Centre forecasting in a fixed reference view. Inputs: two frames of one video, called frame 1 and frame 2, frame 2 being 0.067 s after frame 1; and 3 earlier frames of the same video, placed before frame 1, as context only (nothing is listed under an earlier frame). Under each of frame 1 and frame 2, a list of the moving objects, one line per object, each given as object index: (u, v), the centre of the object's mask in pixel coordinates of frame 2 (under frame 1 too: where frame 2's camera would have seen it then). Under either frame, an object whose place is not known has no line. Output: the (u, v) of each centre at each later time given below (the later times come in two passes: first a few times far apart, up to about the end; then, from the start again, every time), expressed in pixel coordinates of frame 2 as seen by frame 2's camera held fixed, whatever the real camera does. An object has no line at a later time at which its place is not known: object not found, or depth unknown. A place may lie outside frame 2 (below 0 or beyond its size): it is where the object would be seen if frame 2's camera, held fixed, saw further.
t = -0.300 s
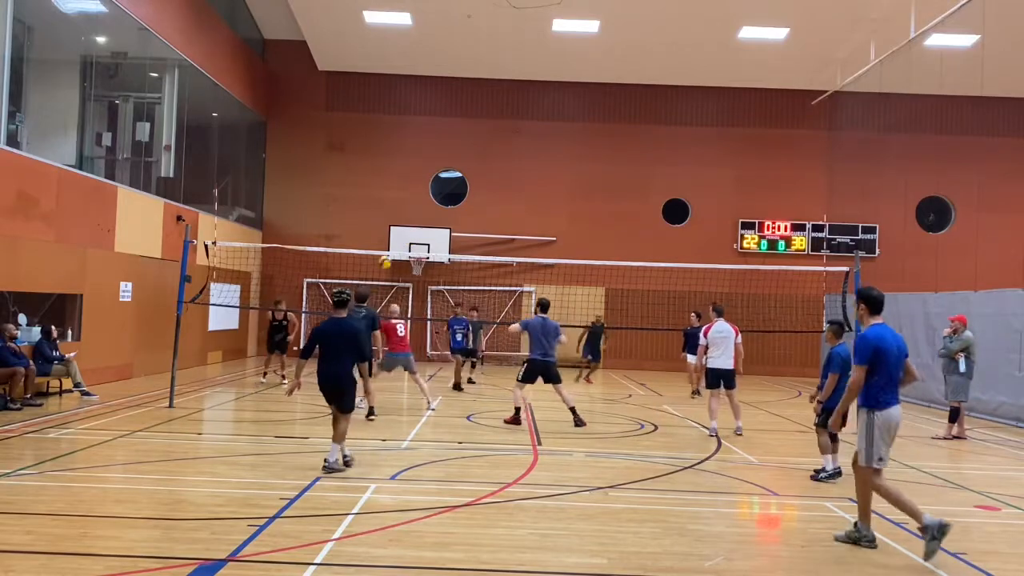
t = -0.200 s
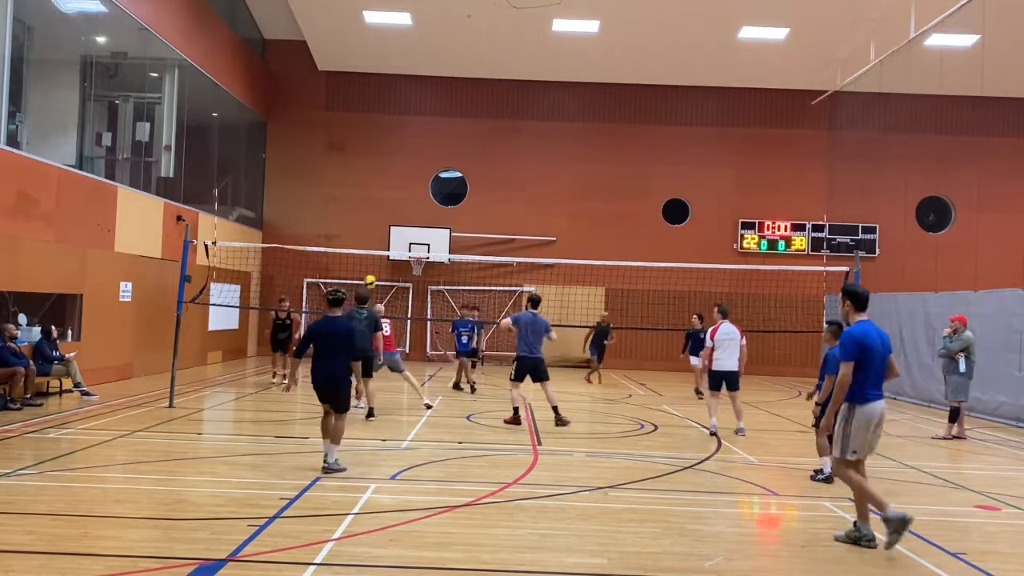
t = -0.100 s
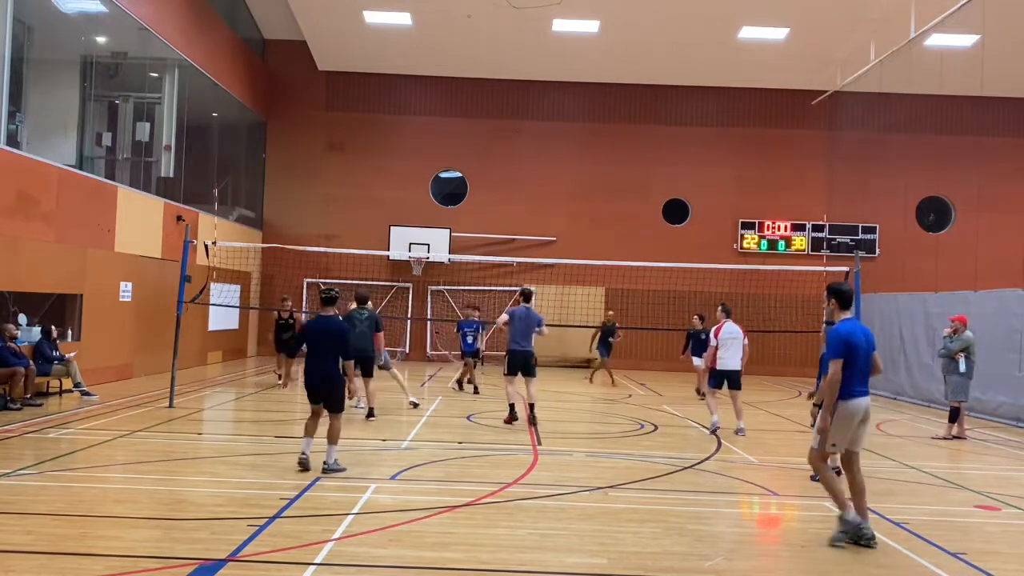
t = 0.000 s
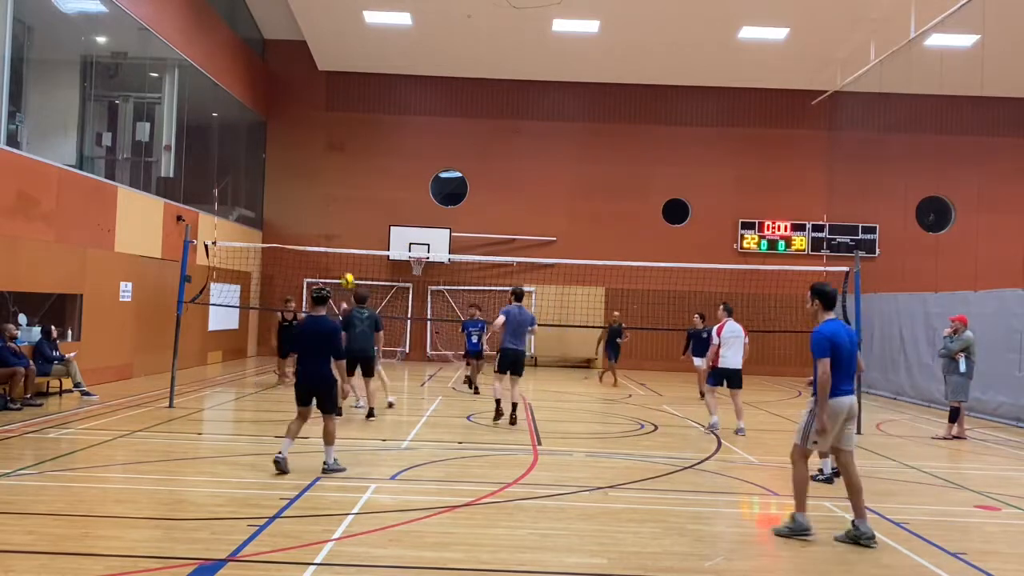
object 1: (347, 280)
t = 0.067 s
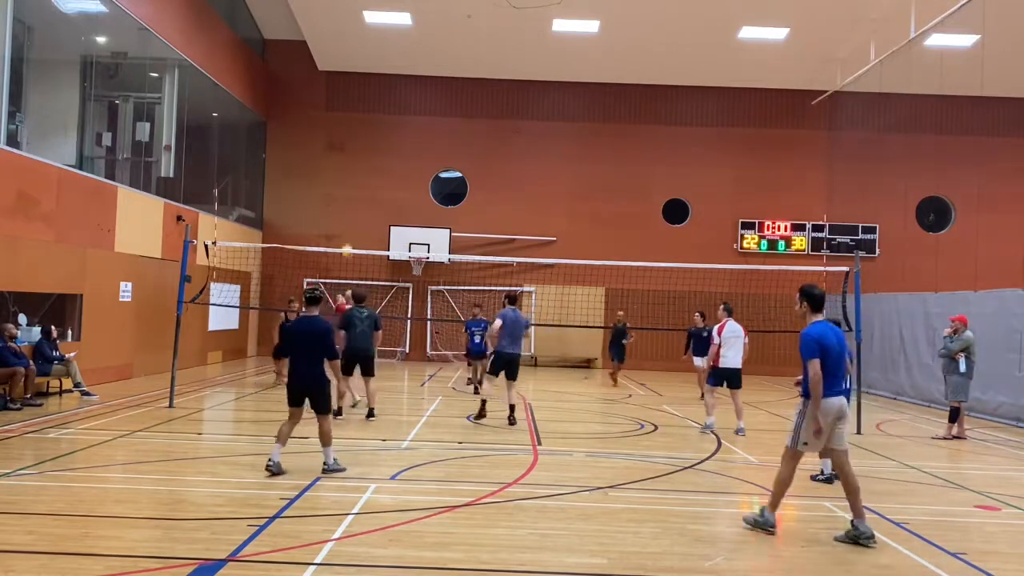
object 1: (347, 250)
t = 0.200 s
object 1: (343, 202)
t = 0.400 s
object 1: (337, 152)
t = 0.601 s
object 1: (331, 126)
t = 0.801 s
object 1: (323, 123)
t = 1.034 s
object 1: (314, 148)
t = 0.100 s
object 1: (345, 237)
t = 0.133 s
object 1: (345, 226)
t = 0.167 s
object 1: (344, 213)
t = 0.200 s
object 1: (343, 202)
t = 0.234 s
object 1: (342, 192)
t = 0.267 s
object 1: (341, 183)
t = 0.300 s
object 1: (340, 174)
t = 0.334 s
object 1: (339, 166)
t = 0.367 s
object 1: (338, 158)
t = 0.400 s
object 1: (337, 152)
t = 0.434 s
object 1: (336, 145)
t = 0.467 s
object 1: (335, 141)
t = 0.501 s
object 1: (334, 136)
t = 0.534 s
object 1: (333, 132)
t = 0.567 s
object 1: (331, 128)
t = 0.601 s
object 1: (331, 126)
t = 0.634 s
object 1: (330, 123)
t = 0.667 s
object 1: (328, 122)
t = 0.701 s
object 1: (327, 121)
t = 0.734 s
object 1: (326, 121)
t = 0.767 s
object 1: (325, 122)
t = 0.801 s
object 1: (323, 123)
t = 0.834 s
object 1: (322, 125)
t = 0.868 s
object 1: (321, 127)
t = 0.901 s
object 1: (320, 129)
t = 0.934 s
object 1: (319, 133)
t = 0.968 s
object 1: (317, 138)
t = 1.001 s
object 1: (316, 143)
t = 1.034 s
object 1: (314, 148)
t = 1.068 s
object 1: (313, 154)
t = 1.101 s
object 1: (311, 161)
